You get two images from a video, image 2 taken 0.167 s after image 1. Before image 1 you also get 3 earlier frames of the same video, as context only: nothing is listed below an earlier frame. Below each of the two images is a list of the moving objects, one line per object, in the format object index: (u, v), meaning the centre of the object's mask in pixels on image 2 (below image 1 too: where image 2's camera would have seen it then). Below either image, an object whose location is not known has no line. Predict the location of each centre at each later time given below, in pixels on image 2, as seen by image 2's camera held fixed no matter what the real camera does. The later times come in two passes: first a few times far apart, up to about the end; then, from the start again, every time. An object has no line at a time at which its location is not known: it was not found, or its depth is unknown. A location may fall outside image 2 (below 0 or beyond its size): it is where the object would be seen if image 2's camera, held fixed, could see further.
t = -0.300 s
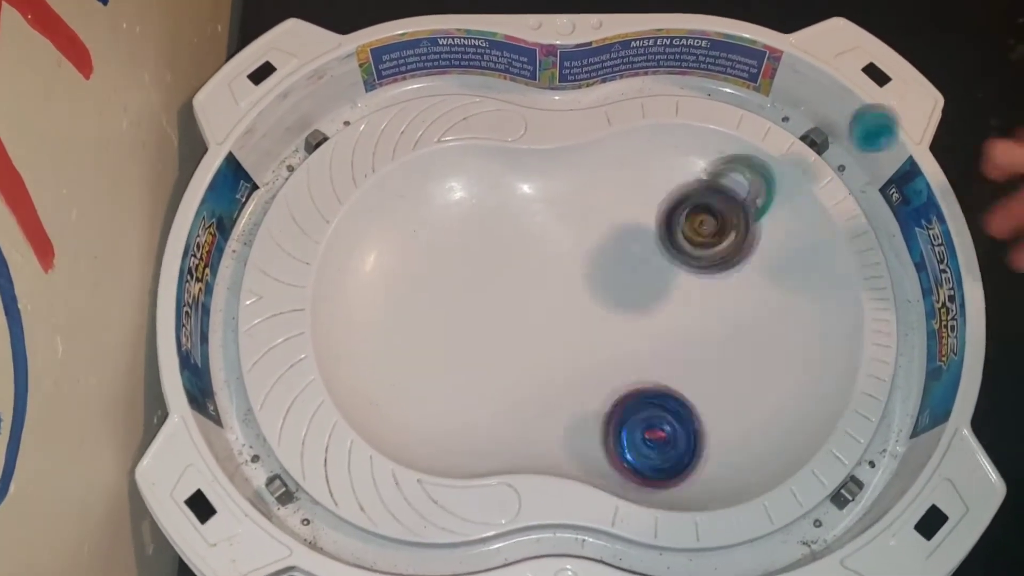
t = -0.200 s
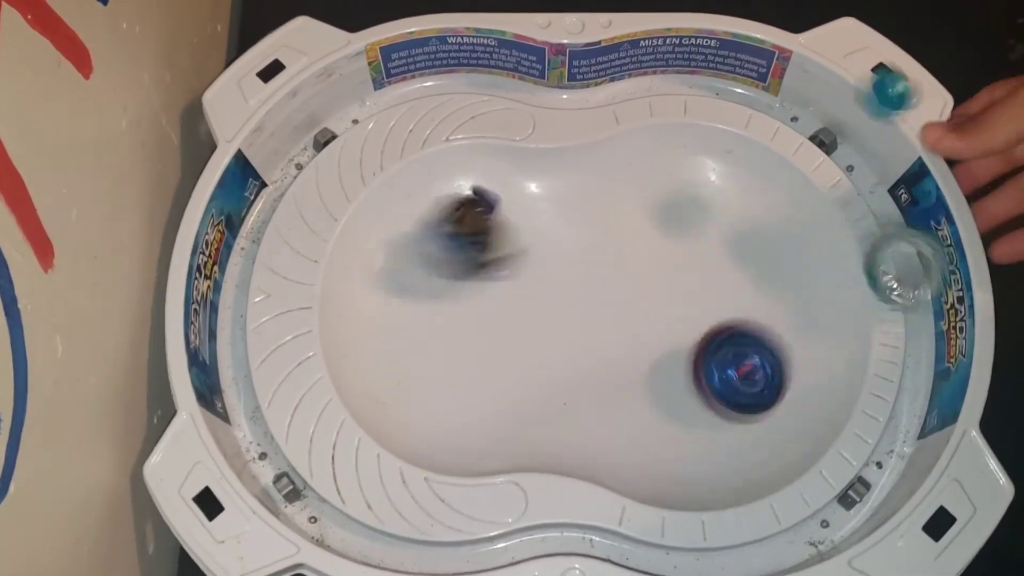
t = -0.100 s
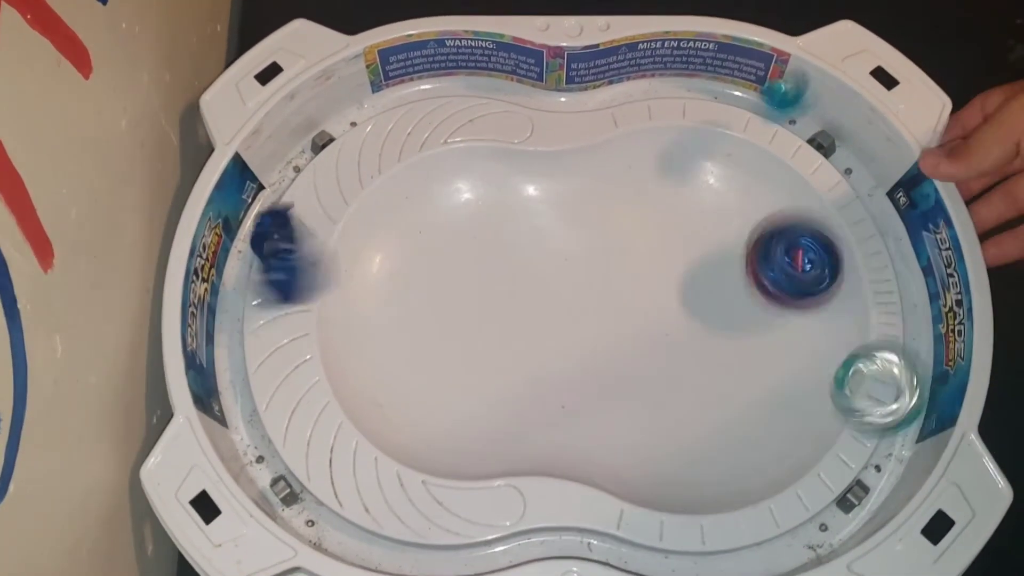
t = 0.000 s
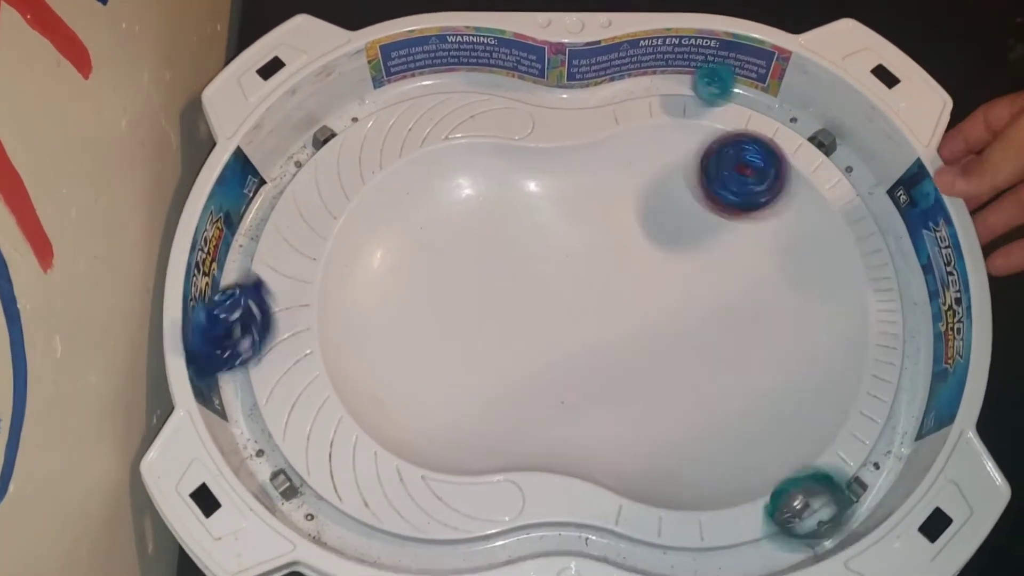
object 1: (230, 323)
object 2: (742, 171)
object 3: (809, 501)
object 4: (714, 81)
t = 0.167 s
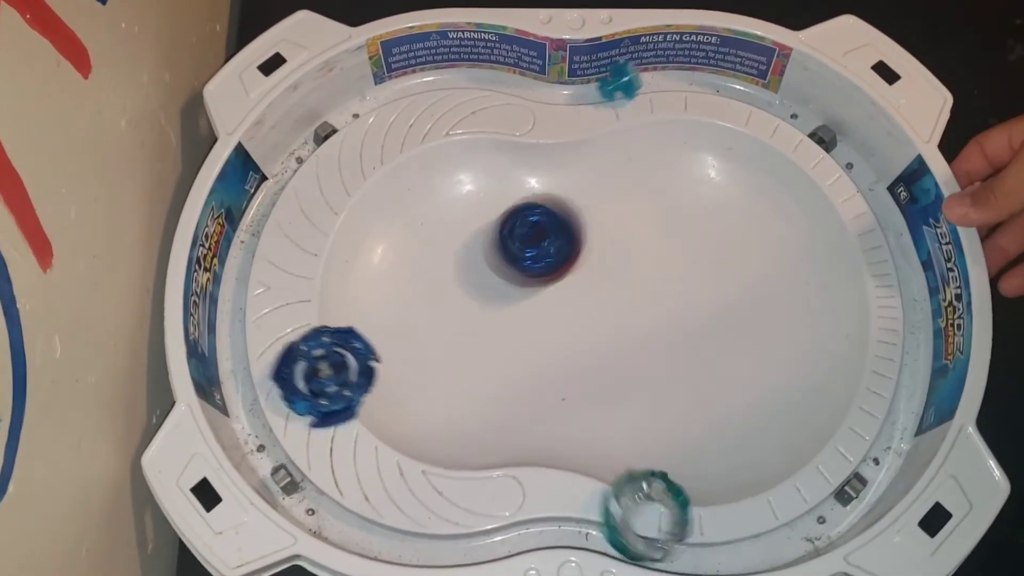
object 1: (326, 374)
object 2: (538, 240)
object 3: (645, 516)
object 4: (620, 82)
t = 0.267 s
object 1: (377, 381)
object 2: (445, 322)
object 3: (588, 464)
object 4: (588, 89)
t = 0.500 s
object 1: (358, 375)
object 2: (521, 366)
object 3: (543, 289)
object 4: (575, 90)
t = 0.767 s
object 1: (454, 338)
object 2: (655, 277)
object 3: (545, 274)
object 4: (576, 90)
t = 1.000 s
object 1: (454, 338)
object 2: (629, 248)
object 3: (545, 274)
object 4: (576, 90)
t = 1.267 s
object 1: (454, 338)
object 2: (698, 307)
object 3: (545, 274)
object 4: (576, 90)
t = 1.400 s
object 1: (454, 338)
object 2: (739, 276)
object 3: (546, 274)
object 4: (577, 90)
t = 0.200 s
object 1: (343, 378)
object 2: (503, 266)
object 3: (624, 504)
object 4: (609, 87)
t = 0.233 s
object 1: (359, 380)
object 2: (472, 293)
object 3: (605, 485)
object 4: (599, 91)
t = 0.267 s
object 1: (377, 381)
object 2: (445, 322)
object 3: (588, 464)
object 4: (588, 89)
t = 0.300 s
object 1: (366, 385)
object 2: (445, 338)
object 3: (575, 441)
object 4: (583, 88)
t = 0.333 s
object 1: (348, 387)
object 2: (454, 352)
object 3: (565, 418)
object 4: (578, 91)
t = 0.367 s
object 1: (339, 389)
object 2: (463, 363)
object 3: (553, 390)
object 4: (576, 90)
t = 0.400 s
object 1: (337, 387)
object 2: (473, 368)
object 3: (551, 360)
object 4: (575, 90)
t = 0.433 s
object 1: (340, 383)
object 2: (486, 369)
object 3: (548, 329)
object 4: (574, 90)
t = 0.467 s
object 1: (346, 378)
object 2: (502, 368)
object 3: (543, 305)
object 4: (574, 90)
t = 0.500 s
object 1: (358, 375)
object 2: (521, 366)
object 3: (543, 289)
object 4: (575, 90)
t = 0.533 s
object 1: (375, 368)
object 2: (542, 362)
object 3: (544, 279)
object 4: (575, 90)
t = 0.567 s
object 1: (394, 363)
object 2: (567, 357)
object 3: (545, 274)
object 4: (576, 90)
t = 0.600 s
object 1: (413, 356)
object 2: (590, 347)
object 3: (545, 273)
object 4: (576, 90)
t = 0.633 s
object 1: (428, 350)
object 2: (612, 336)
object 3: (545, 274)
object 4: (576, 90)
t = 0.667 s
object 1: (440, 344)
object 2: (630, 322)
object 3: (545, 273)
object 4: (576, 90)
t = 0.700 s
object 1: (448, 341)
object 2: (643, 307)
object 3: (545, 274)
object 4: (576, 90)
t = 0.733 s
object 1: (452, 338)
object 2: (650, 291)
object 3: (545, 274)
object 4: (576, 90)
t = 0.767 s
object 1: (454, 338)
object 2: (655, 277)
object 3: (545, 274)
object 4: (576, 90)
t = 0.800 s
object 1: (454, 338)
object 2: (656, 264)
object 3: (546, 274)
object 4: (576, 90)
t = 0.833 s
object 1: (454, 338)
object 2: (654, 253)
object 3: (546, 274)
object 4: (576, 90)
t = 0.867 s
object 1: (454, 338)
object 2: (648, 247)
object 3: (546, 274)
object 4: (576, 90)
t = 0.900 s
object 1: (454, 338)
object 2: (643, 243)
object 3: (546, 274)
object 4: (576, 90)
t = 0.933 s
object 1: (454, 338)
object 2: (639, 242)
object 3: (546, 274)
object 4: (576, 90)
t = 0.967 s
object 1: (454, 338)
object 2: (634, 243)
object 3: (546, 274)
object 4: (576, 90)
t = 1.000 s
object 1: (454, 338)
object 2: (629, 248)
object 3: (545, 274)
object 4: (576, 90)
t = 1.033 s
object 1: (454, 338)
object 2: (627, 255)
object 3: (545, 274)
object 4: (576, 90)
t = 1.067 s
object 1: (454, 338)
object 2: (628, 263)
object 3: (544, 274)
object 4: (576, 90)
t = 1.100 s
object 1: (454, 338)
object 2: (632, 272)
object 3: (545, 274)
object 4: (576, 90)
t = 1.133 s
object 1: (454, 338)
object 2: (641, 281)
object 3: (545, 274)
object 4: (576, 90)
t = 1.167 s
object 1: (454, 338)
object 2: (650, 290)
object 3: (546, 274)
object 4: (576, 90)
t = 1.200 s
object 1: (454, 338)
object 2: (665, 298)
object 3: (545, 274)
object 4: (576, 90)
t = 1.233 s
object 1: (454, 338)
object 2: (680, 305)
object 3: (545, 274)
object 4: (576, 90)
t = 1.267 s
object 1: (454, 338)
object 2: (698, 307)
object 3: (545, 274)
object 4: (576, 90)
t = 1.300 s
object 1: (454, 338)
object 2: (713, 305)
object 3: (546, 274)
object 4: (577, 90)
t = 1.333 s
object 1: (454, 338)
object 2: (727, 299)
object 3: (546, 274)
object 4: (577, 90)
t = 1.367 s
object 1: (454, 338)
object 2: (735, 289)
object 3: (546, 275)
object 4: (577, 90)
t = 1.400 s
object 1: (454, 338)
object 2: (739, 276)
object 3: (546, 274)
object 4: (577, 90)
